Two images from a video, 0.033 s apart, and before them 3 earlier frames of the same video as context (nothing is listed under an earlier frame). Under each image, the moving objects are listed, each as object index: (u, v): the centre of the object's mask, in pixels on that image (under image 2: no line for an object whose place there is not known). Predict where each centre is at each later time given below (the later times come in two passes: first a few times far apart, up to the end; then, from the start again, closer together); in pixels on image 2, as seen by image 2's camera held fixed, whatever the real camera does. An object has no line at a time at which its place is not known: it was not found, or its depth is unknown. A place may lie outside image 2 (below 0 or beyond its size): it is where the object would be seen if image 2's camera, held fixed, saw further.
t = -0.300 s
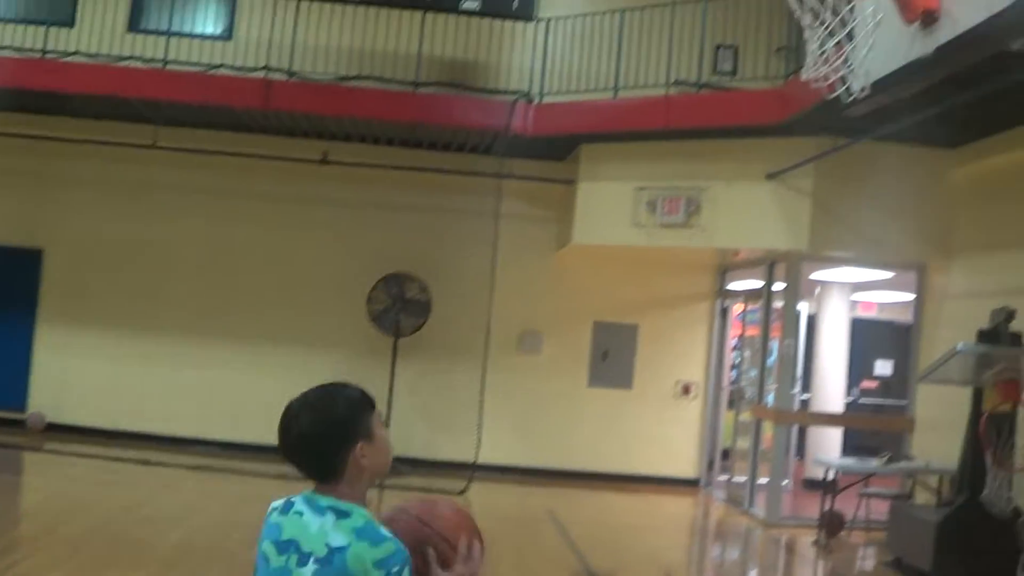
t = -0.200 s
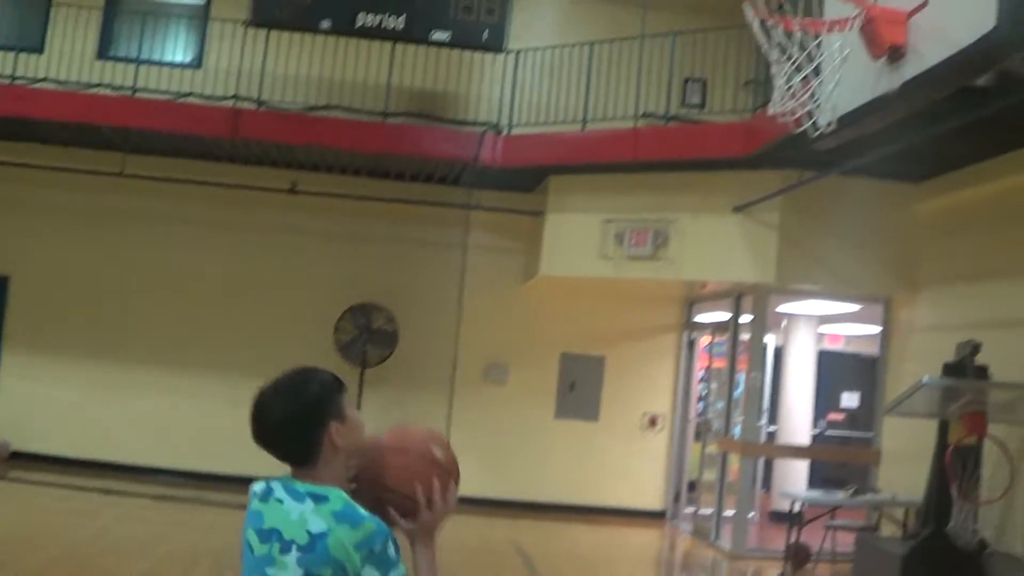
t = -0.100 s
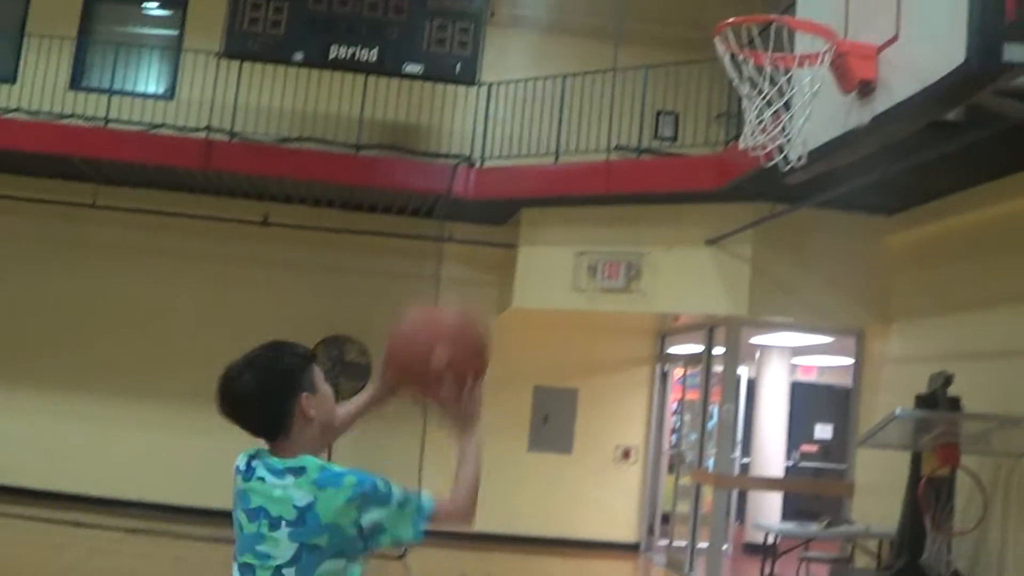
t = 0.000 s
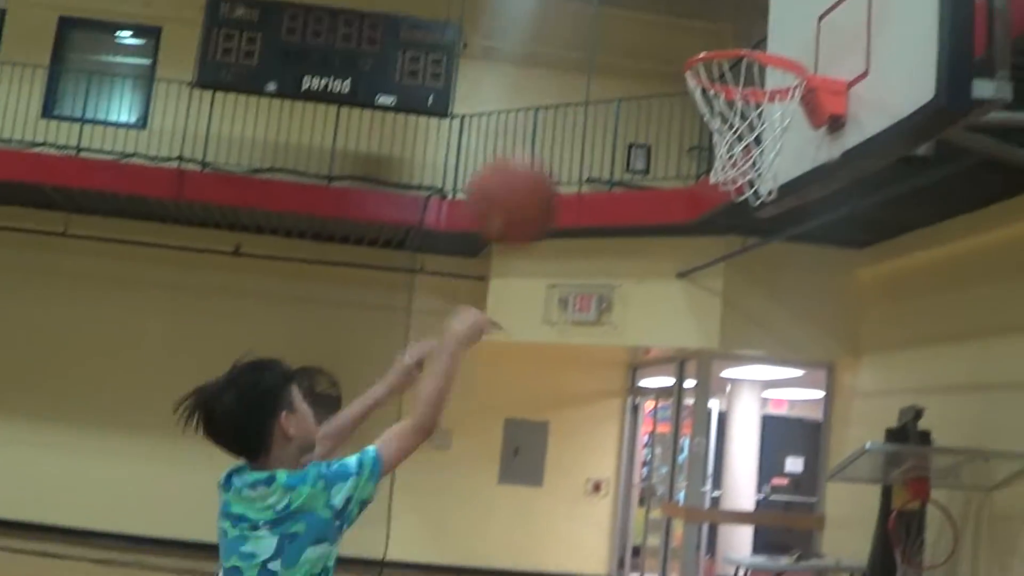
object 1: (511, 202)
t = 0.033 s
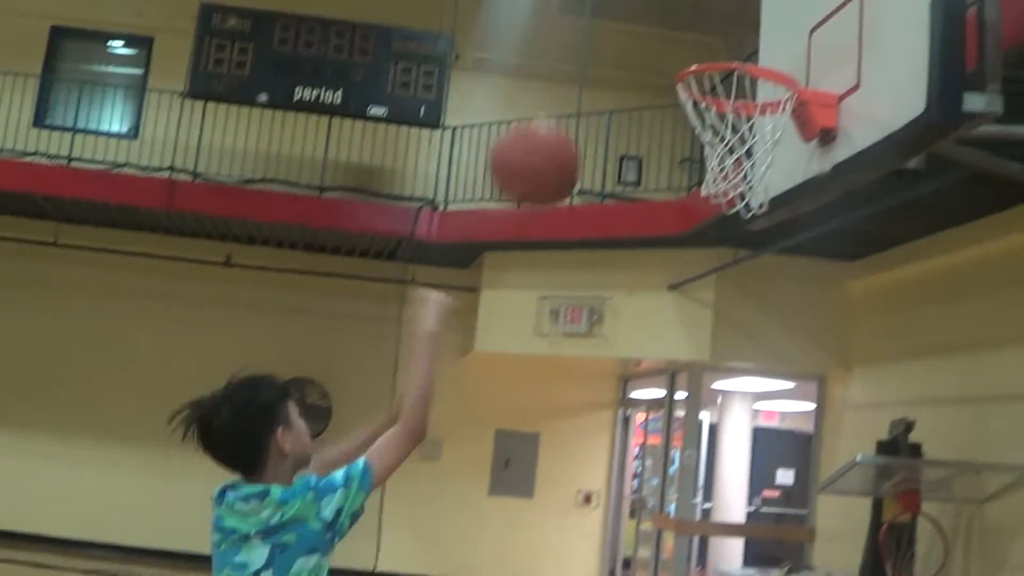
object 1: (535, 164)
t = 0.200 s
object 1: (662, 13)
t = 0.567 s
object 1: (835, 19)
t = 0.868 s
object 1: (681, 130)
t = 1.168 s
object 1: (709, 211)
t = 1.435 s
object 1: (734, 466)
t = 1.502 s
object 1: (736, 558)
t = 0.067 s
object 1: (564, 121)
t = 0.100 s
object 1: (592, 86)
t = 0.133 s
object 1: (616, 57)
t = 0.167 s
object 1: (640, 33)
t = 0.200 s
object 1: (662, 13)
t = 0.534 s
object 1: (822, 4)
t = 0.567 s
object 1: (835, 19)
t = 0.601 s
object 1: (822, 29)
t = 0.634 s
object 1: (801, 38)
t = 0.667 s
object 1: (779, 46)
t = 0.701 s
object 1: (759, 51)
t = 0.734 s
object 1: (737, 56)
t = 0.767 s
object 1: (714, 97)
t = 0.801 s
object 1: (694, 116)
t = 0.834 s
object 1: (683, 127)
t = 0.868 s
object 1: (681, 130)
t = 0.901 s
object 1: (686, 150)
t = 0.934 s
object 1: (692, 146)
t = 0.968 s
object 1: (694, 147)
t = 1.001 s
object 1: (696, 151)
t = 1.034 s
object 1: (698, 158)
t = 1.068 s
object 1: (701, 167)
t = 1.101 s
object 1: (704, 181)
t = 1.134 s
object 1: (707, 196)
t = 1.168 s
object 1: (709, 211)
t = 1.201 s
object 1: (712, 227)
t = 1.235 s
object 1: (717, 252)
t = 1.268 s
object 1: (720, 281)
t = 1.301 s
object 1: (723, 313)
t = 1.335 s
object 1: (727, 345)
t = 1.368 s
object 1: (728, 380)
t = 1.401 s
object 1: (731, 421)
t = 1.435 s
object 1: (734, 466)
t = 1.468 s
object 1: (735, 512)
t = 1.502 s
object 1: (736, 558)
